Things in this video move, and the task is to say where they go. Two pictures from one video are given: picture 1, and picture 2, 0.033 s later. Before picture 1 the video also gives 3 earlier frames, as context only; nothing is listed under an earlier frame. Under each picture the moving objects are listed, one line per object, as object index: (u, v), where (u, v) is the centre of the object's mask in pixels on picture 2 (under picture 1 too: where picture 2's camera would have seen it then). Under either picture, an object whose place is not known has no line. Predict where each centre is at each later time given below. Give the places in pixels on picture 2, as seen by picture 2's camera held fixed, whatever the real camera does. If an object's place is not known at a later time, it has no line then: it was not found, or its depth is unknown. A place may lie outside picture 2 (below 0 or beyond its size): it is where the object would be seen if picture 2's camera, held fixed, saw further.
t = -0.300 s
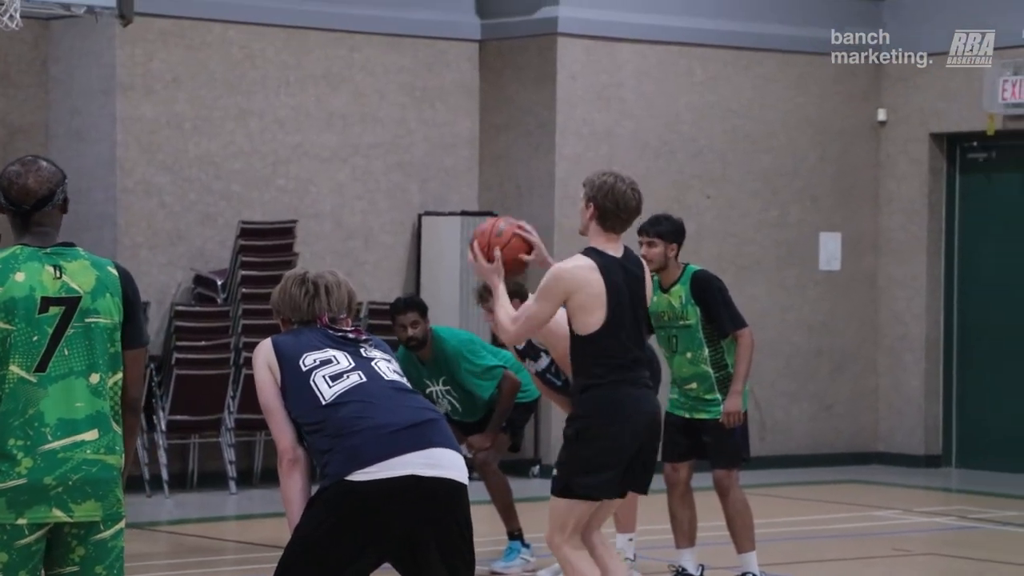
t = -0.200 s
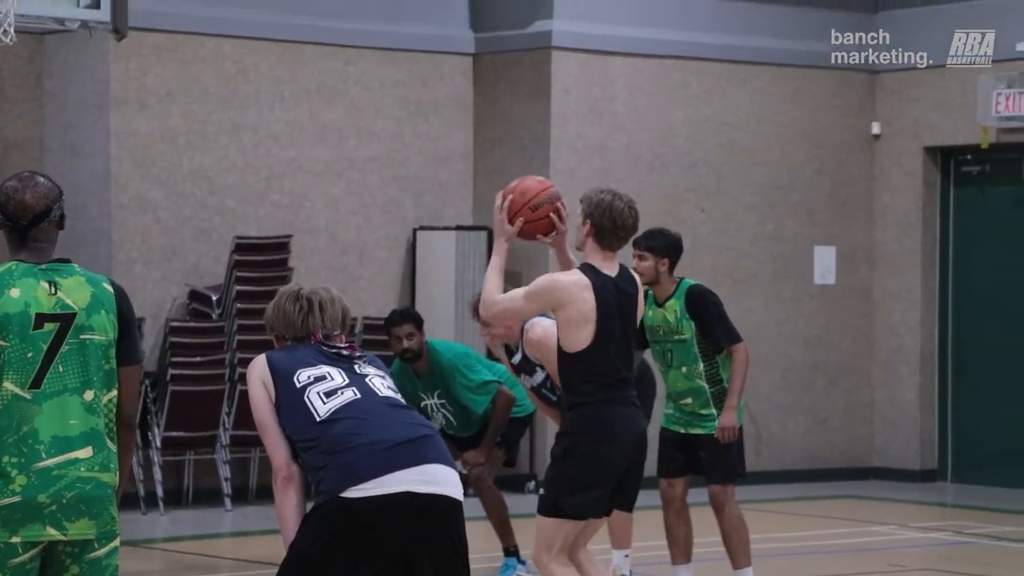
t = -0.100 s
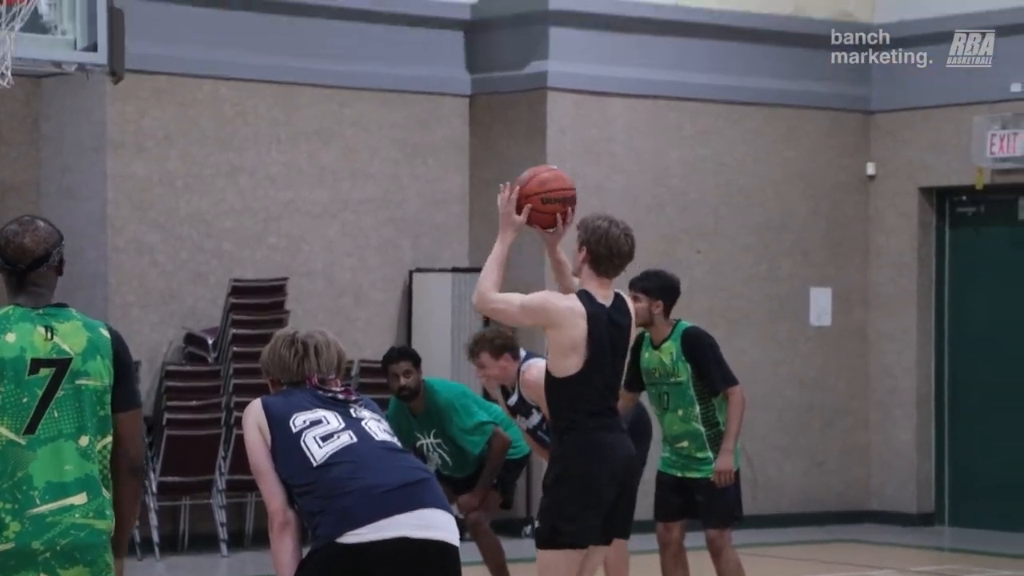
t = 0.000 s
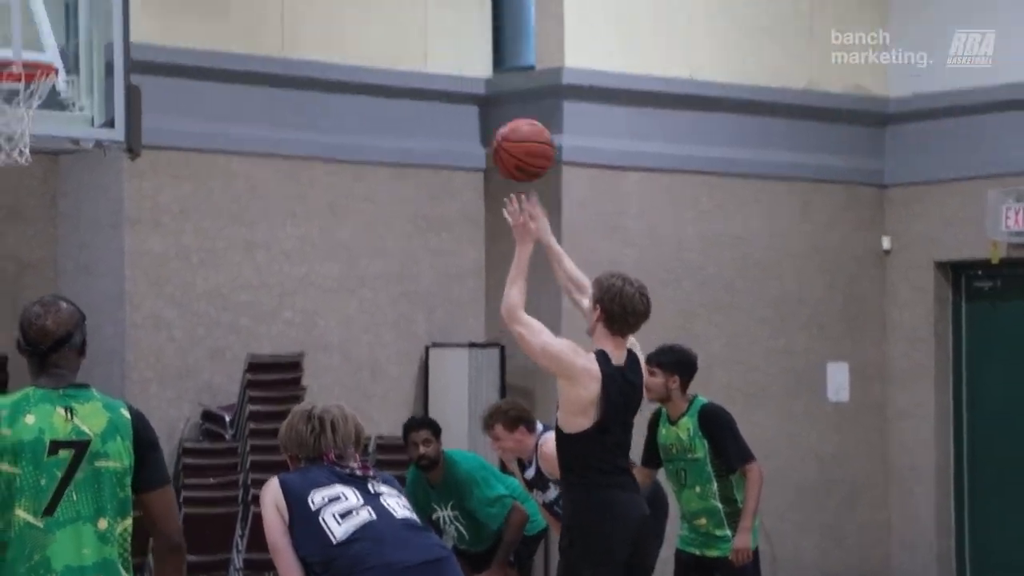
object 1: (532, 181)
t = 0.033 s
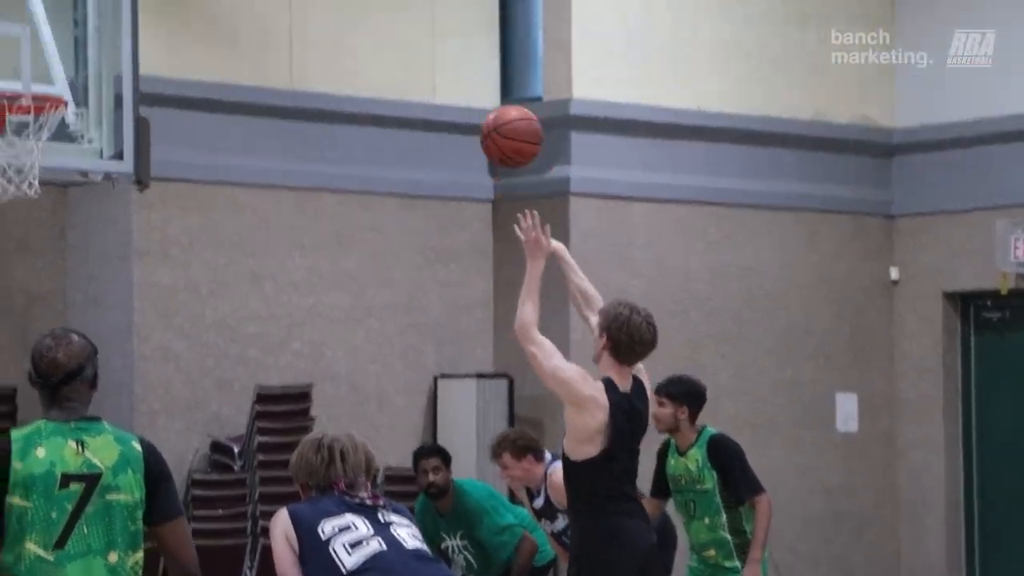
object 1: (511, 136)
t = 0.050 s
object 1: (501, 115)
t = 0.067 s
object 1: (491, 95)
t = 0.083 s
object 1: (481, 76)
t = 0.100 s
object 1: (471, 57)
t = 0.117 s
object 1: (462, 40)
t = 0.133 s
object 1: (452, 22)
